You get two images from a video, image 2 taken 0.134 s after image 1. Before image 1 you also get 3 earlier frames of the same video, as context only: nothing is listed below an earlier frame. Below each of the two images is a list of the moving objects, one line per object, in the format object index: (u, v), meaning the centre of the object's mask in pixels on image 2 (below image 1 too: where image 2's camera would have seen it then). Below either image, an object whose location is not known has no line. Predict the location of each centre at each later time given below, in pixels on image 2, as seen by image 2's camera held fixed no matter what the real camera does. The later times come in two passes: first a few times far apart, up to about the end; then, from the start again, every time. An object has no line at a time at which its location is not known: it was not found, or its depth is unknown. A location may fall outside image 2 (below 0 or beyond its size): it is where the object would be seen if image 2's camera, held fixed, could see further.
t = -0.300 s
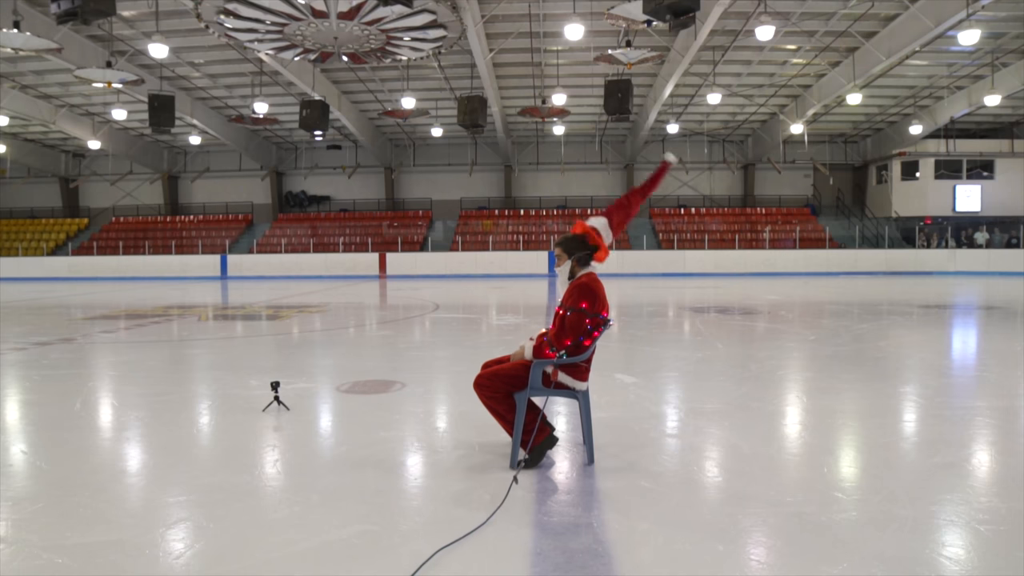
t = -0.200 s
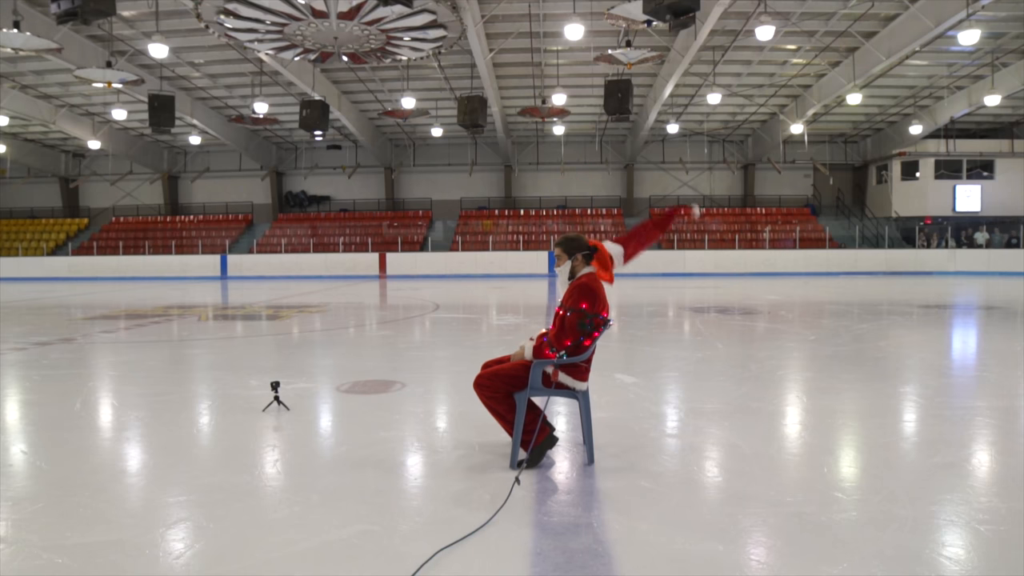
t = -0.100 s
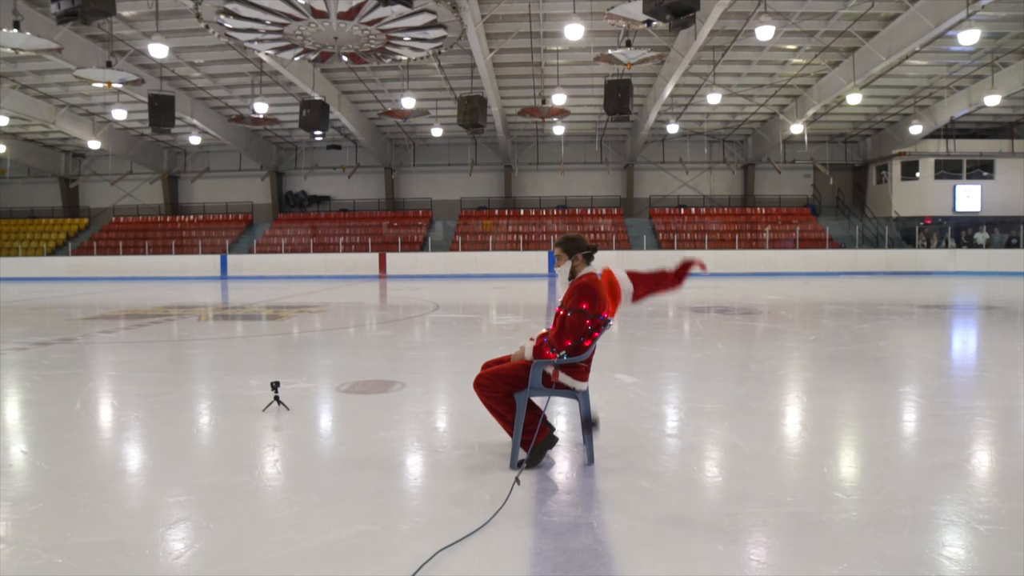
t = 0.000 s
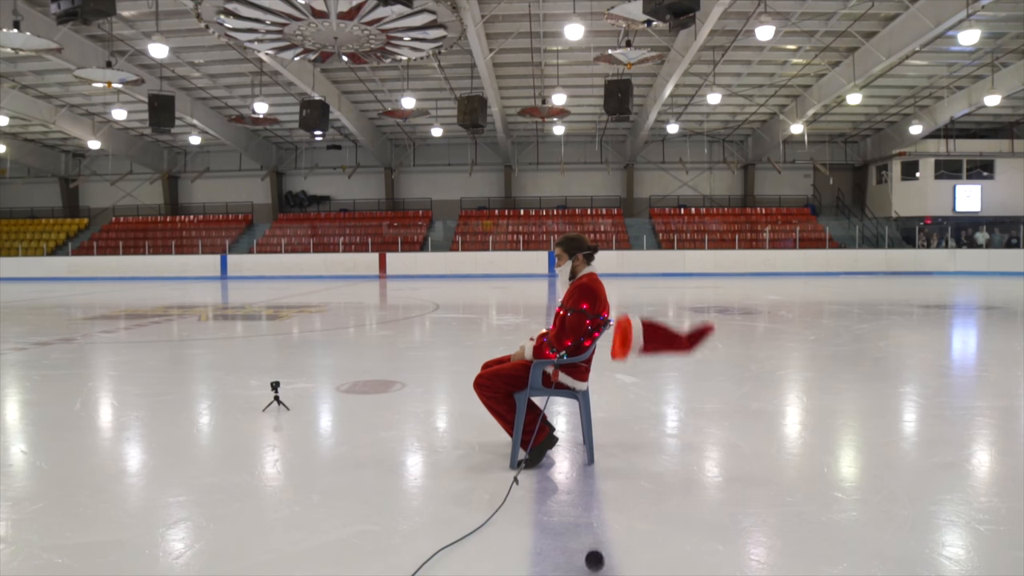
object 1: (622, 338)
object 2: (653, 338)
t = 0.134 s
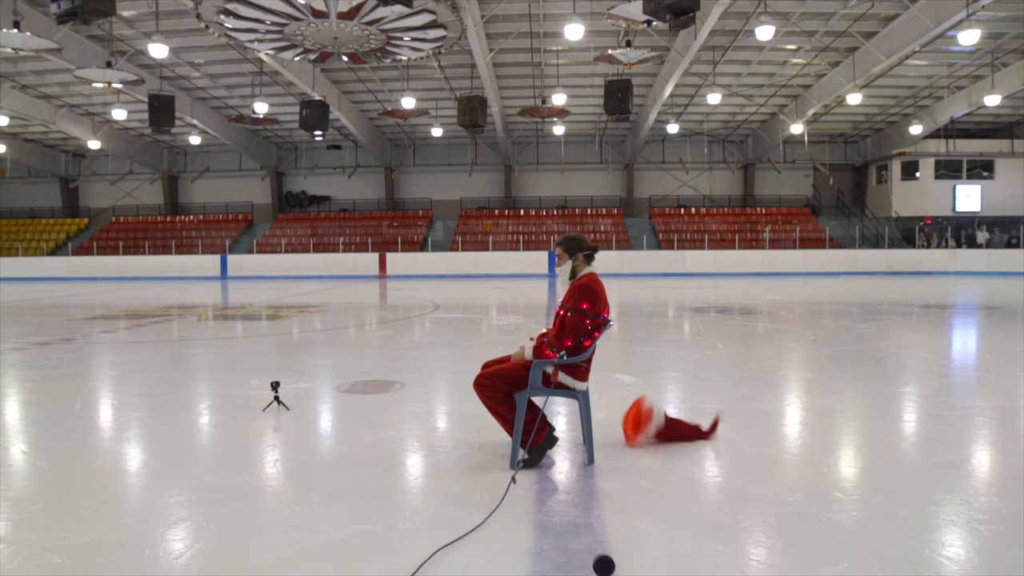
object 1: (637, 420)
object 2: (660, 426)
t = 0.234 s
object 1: (644, 409)
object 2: (670, 420)
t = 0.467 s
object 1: (670, 392)
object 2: (689, 411)
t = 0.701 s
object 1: (680, 422)
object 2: (700, 427)
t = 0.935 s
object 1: (691, 425)
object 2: (706, 429)
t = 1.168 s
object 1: (704, 431)
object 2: (714, 432)
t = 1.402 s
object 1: (712, 433)
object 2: (719, 434)
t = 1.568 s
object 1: (712, 433)
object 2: (719, 434)
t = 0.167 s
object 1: (640, 430)
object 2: (666, 431)
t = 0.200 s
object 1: (641, 418)
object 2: (666, 425)
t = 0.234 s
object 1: (644, 409)
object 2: (670, 420)
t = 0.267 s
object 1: (647, 401)
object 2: (674, 415)
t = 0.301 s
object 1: (651, 395)
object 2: (677, 412)
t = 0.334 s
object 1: (655, 391)
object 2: (681, 410)
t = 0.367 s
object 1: (659, 389)
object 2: (683, 409)
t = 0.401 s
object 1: (663, 388)
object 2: (685, 409)
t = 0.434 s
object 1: (666, 390)
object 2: (688, 410)
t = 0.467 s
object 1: (670, 392)
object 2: (689, 411)
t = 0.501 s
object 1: (672, 395)
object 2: (689, 413)
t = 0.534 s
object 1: (674, 399)
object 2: (691, 415)
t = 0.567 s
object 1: (675, 406)
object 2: (693, 419)
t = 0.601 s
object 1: (676, 414)
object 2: (694, 423)
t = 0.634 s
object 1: (677, 423)
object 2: (697, 428)
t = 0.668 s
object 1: (678, 425)
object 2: (698, 429)
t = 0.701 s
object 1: (680, 422)
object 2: (700, 427)
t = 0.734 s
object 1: (682, 421)
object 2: (701, 426)
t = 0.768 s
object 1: (683, 421)
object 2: (702, 427)
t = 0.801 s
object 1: (685, 423)
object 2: (703, 427)
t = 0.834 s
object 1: (687, 423)
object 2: (704, 428)
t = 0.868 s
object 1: (688, 424)
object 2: (704, 428)
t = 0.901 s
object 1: (689, 425)
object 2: (705, 428)
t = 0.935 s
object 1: (691, 425)
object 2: (706, 429)
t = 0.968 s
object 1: (693, 426)
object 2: (707, 429)
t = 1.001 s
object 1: (694, 427)
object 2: (708, 429)
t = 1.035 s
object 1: (696, 427)
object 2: (709, 430)
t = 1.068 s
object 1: (698, 429)
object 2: (710, 431)
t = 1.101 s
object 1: (700, 431)
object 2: (711, 432)
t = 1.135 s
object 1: (702, 431)
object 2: (712, 432)
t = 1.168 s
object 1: (704, 431)
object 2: (714, 432)
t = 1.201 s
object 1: (706, 432)
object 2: (714, 433)
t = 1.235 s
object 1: (708, 432)
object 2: (716, 433)
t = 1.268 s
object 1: (709, 432)
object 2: (716, 433)
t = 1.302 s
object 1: (710, 433)
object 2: (718, 433)
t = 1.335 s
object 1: (711, 433)
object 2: (718, 433)
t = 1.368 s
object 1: (712, 433)
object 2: (719, 434)
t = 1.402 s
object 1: (712, 433)
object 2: (719, 434)
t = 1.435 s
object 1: (712, 433)
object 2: (719, 434)
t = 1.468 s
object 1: (712, 433)
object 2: (719, 434)
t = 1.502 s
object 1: (712, 433)
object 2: (718, 434)
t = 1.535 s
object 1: (712, 433)
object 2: (718, 434)
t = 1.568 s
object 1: (712, 433)
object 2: (719, 434)
